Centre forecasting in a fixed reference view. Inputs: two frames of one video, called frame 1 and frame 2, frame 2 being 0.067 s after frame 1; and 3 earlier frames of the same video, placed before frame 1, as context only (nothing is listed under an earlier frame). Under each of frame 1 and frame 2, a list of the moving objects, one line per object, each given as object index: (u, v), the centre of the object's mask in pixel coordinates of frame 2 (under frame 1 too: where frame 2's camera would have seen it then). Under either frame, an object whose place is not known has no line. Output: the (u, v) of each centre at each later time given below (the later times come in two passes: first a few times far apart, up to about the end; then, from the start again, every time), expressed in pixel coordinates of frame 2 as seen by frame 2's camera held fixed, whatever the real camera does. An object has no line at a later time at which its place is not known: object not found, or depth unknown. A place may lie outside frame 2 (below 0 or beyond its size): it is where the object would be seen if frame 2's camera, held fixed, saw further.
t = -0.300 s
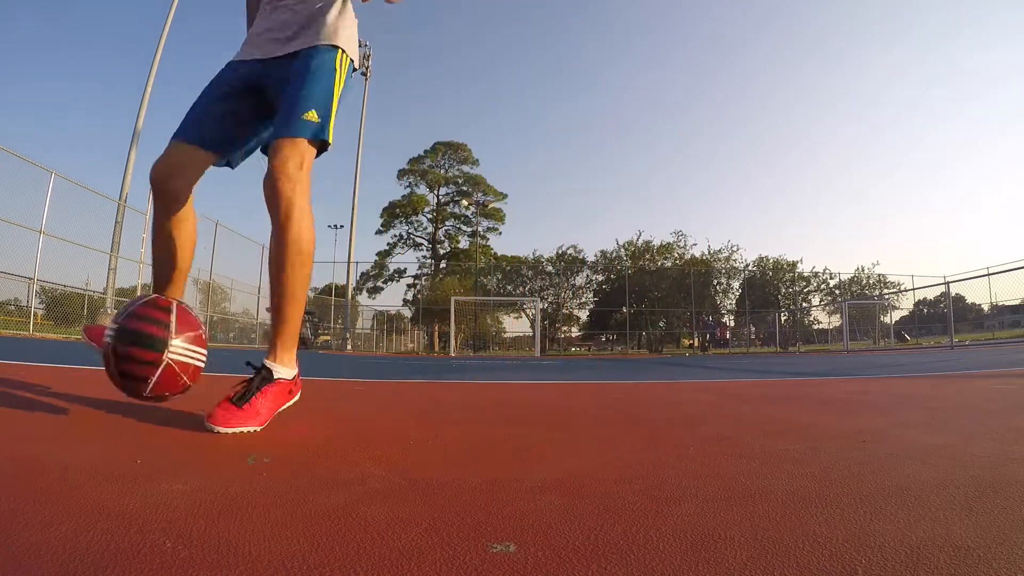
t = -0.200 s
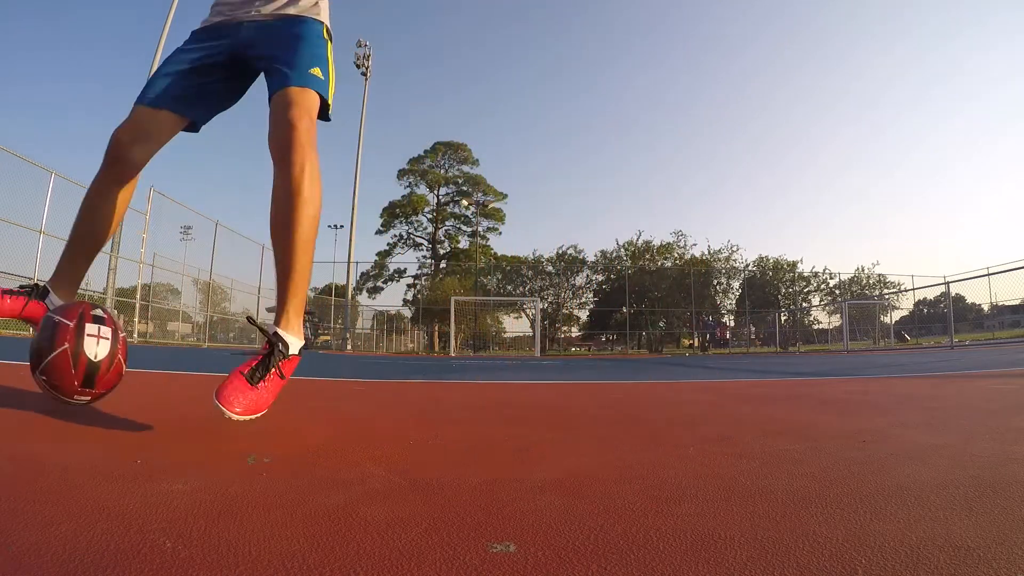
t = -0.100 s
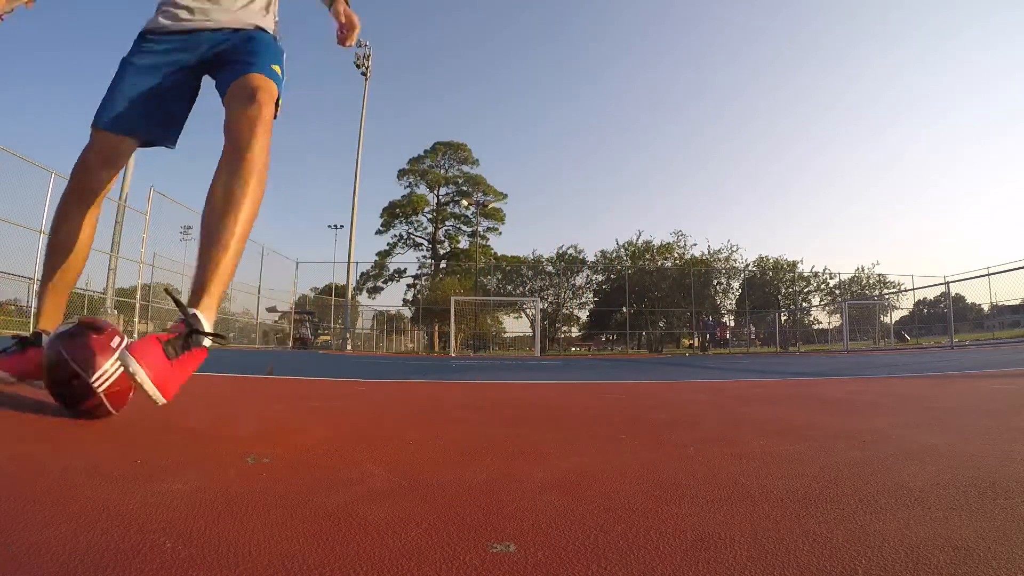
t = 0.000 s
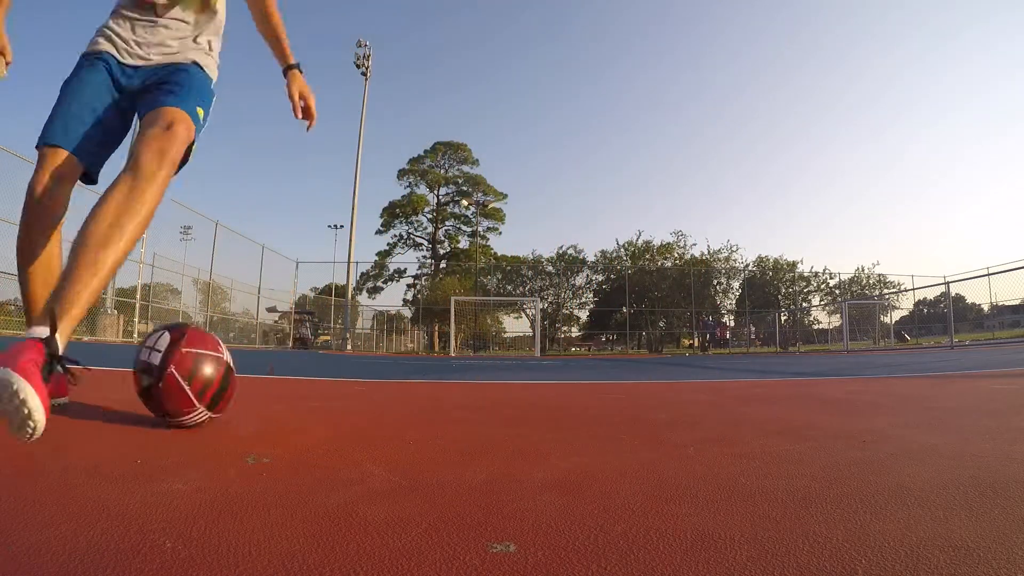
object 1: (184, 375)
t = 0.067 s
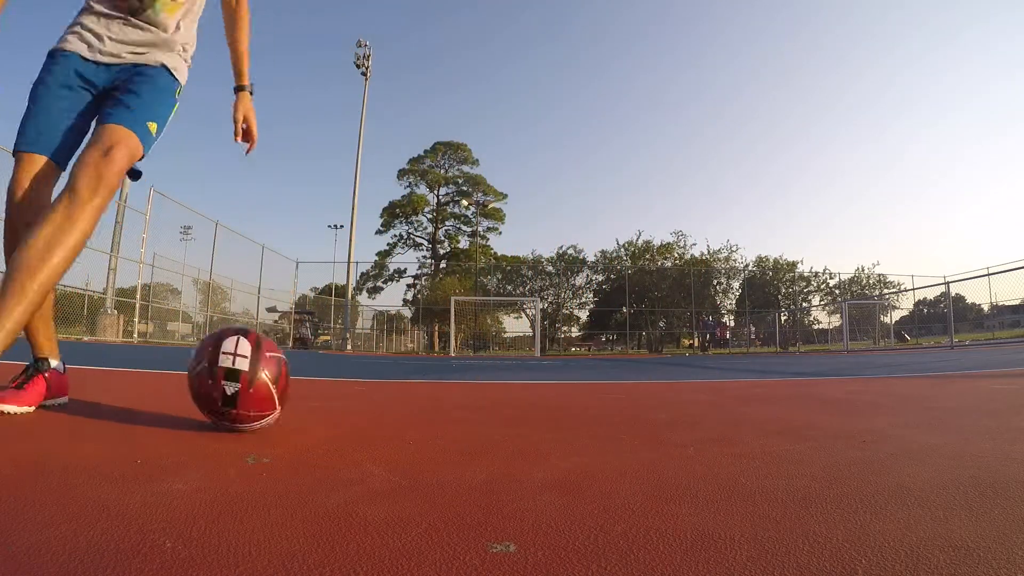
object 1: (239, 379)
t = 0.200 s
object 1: (318, 383)
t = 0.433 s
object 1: (434, 385)
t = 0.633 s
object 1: (518, 384)
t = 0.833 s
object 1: (587, 380)
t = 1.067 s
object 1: (648, 376)
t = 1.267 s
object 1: (686, 373)
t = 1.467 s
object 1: (717, 370)
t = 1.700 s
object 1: (744, 368)
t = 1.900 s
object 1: (760, 366)
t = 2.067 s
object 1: (770, 365)
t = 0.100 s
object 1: (262, 380)
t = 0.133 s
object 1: (282, 382)
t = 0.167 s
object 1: (300, 382)
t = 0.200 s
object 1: (318, 383)
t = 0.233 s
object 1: (335, 384)
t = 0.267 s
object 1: (352, 383)
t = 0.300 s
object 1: (370, 384)
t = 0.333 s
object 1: (386, 385)
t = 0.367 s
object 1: (403, 383)
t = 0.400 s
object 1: (419, 385)
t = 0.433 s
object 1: (434, 385)
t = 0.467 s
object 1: (449, 385)
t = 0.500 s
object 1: (463, 384)
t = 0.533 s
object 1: (478, 384)
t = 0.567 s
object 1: (492, 384)
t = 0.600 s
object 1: (505, 384)
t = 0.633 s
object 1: (518, 384)
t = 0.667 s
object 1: (530, 383)
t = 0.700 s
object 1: (543, 383)
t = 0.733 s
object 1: (554, 381)
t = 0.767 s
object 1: (565, 381)
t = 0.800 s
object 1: (576, 381)
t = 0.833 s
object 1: (587, 380)
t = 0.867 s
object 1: (597, 380)
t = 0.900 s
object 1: (607, 378)
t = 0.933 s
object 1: (616, 379)
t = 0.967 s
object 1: (624, 378)
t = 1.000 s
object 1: (632, 377)
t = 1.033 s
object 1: (640, 377)
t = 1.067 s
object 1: (648, 376)
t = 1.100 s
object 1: (655, 376)
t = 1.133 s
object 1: (662, 375)
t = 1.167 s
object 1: (668, 375)
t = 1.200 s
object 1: (675, 374)
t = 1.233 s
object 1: (681, 373)
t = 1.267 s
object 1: (686, 373)
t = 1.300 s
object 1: (692, 372)
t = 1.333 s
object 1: (697, 372)
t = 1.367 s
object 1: (703, 372)
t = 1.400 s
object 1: (708, 371)
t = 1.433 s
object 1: (713, 371)
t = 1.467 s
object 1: (717, 370)
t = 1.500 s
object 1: (722, 370)
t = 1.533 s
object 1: (726, 369)
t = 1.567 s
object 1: (730, 369)
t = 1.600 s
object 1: (734, 369)
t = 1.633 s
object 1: (737, 369)
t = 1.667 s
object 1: (740, 368)
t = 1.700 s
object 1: (744, 368)
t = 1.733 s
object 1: (747, 368)
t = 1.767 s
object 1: (750, 367)
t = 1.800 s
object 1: (753, 367)
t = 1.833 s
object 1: (755, 367)
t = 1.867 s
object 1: (758, 366)
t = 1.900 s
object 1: (760, 366)
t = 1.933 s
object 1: (762, 366)
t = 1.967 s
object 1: (764, 365)
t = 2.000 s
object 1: (766, 365)
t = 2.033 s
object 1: (768, 365)
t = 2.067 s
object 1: (770, 365)
